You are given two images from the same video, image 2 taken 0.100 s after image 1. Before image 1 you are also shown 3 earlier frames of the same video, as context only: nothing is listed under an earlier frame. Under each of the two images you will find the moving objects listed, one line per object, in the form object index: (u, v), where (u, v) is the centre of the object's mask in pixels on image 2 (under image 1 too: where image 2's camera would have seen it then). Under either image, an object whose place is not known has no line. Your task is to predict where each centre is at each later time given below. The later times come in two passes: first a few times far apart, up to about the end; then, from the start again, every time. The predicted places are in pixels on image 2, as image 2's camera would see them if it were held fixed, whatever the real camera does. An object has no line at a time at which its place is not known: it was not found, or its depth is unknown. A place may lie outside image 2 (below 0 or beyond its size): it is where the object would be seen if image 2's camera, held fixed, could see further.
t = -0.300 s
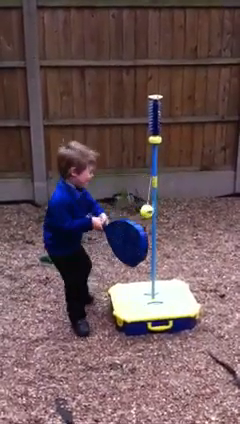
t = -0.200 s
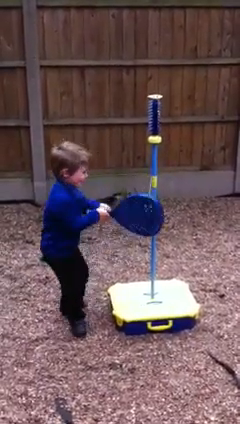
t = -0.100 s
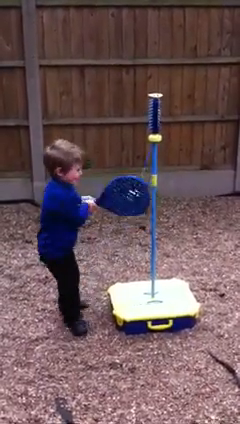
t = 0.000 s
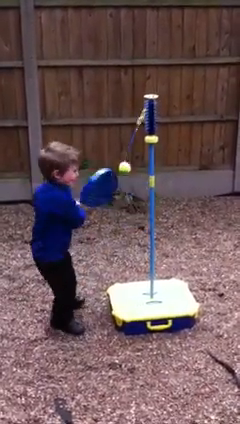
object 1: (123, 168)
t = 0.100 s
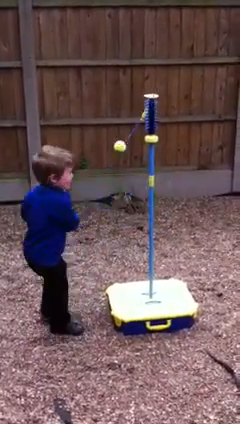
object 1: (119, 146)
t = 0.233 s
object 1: (123, 134)
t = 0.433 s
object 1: (134, 162)
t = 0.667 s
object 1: (165, 207)
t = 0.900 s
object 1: (214, 197)
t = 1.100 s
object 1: (217, 199)
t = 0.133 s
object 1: (120, 141)
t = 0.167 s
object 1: (121, 137)
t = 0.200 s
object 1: (122, 134)
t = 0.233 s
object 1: (123, 134)
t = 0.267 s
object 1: (123, 135)
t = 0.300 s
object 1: (125, 137)
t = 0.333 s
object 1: (127, 141)
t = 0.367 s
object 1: (129, 147)
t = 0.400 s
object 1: (131, 154)
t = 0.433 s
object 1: (134, 162)
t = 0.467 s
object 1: (137, 171)
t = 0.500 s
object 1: (140, 180)
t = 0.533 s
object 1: (143, 187)
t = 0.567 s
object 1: (145, 195)
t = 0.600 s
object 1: (155, 203)
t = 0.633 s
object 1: (157, 207)
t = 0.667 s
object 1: (165, 207)
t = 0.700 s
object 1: (174, 206)
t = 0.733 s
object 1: (183, 203)
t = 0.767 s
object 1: (191, 201)
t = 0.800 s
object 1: (198, 200)
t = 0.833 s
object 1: (205, 199)
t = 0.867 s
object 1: (210, 199)
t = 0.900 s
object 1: (214, 197)
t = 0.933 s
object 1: (218, 197)
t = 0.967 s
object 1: (219, 196)
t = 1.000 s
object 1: (220, 195)
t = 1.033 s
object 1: (220, 195)
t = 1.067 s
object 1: (219, 196)
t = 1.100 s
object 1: (217, 199)
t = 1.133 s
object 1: (213, 201)
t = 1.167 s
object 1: (208, 203)
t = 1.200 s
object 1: (202, 205)
